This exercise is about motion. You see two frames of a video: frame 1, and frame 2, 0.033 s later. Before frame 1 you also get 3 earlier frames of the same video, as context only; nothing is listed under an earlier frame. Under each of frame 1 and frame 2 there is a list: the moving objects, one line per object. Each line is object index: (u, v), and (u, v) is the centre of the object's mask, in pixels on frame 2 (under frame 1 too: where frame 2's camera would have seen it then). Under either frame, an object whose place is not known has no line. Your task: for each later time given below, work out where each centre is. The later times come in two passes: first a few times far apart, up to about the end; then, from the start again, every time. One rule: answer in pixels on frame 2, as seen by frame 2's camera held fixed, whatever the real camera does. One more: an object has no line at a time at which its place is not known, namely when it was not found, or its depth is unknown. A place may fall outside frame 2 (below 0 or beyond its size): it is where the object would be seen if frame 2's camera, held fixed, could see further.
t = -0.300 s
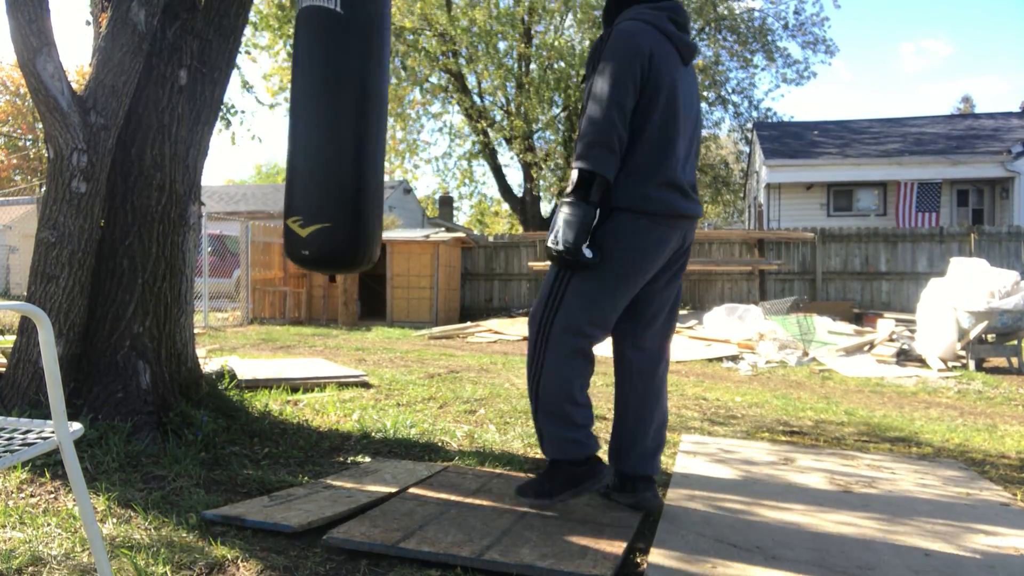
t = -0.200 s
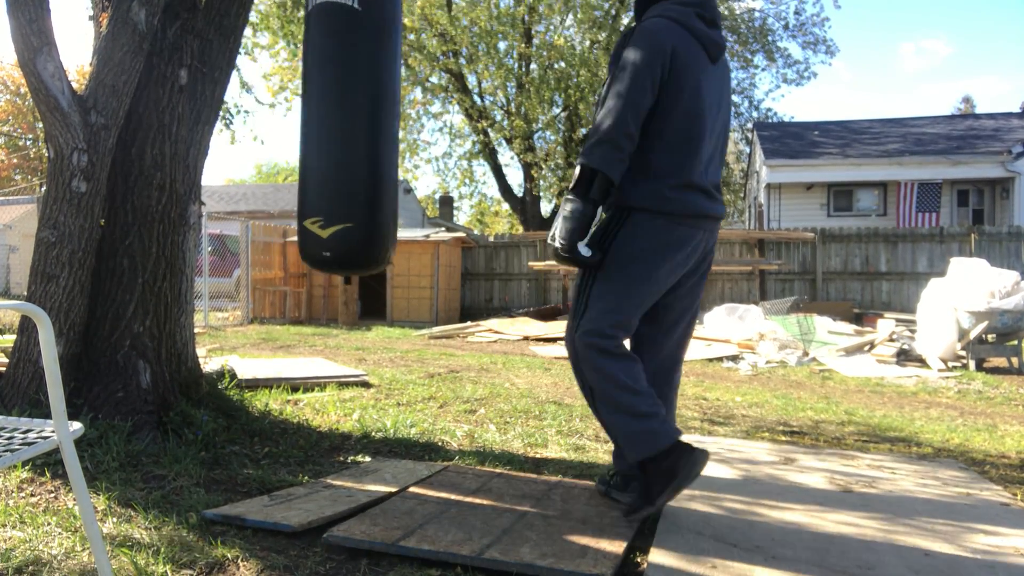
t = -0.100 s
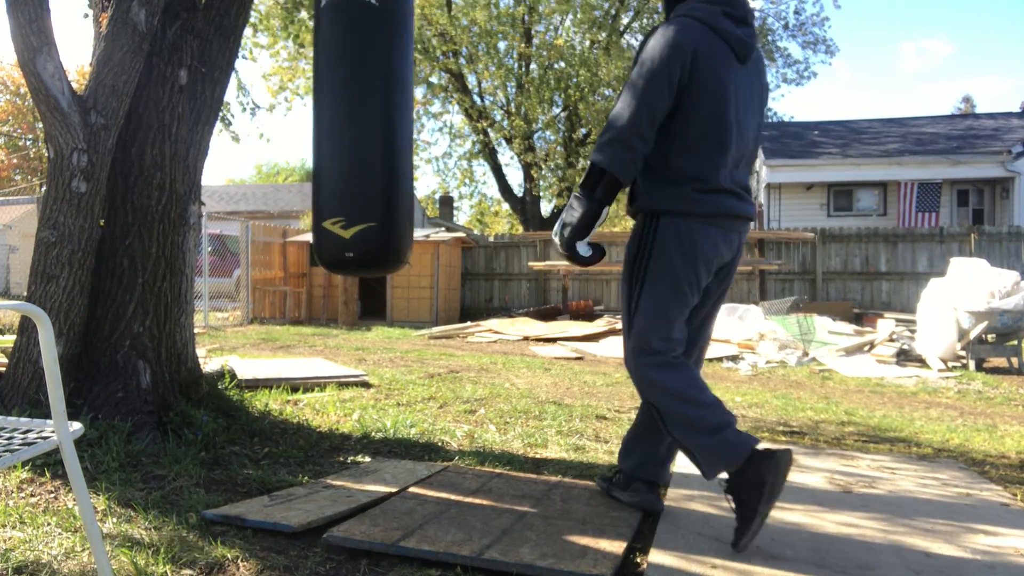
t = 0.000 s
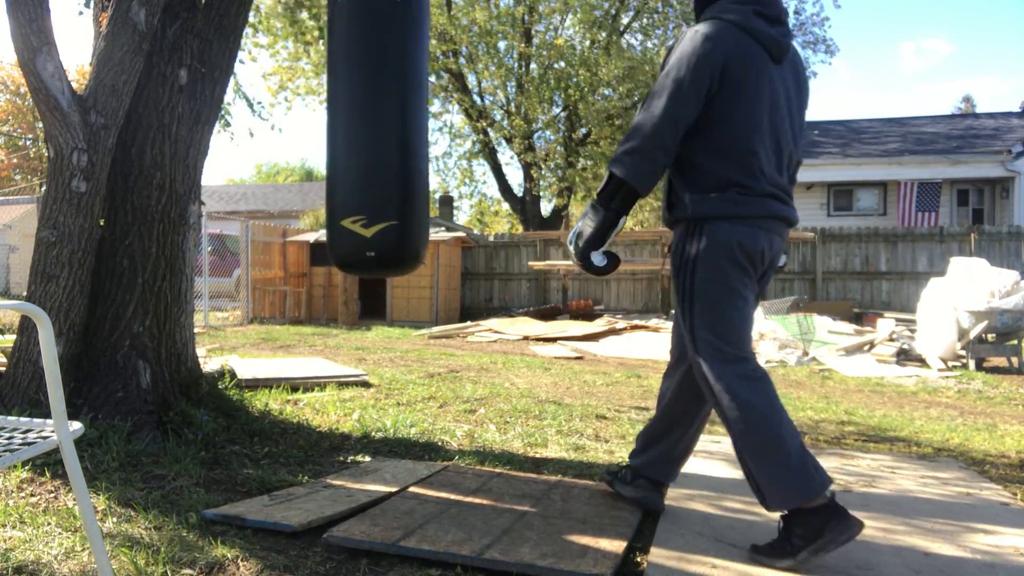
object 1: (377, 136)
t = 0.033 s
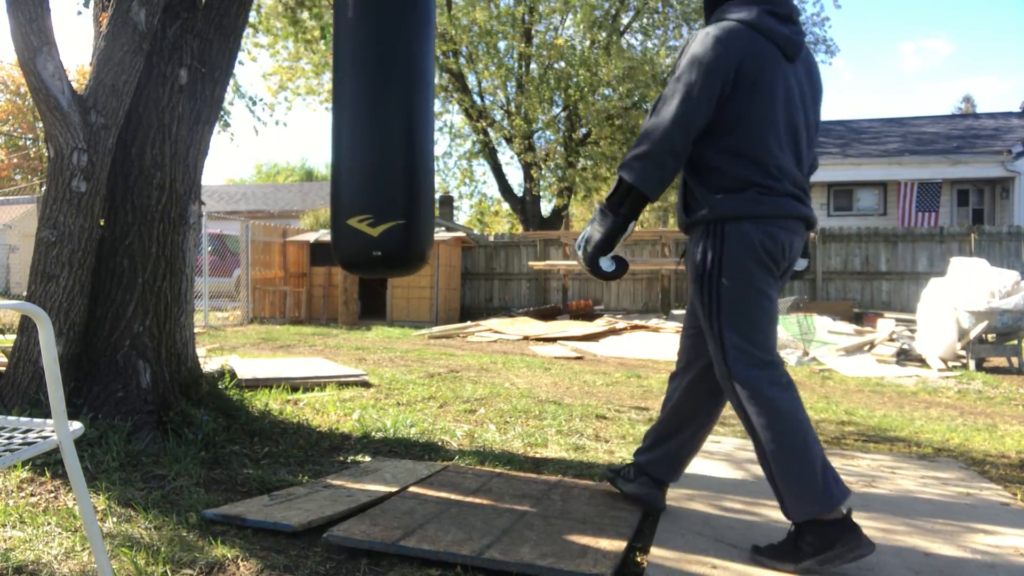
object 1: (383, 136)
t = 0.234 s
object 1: (415, 137)
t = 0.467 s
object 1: (455, 135)
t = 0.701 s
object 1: (492, 132)
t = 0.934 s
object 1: (516, 130)
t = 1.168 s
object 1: (522, 130)
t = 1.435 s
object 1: (506, 132)
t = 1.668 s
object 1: (477, 135)
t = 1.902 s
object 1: (439, 136)
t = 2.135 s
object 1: (400, 137)
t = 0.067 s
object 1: (388, 136)
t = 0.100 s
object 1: (393, 137)
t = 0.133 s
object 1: (399, 137)
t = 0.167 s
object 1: (404, 137)
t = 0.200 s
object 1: (409, 137)
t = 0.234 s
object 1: (415, 137)
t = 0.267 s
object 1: (420, 137)
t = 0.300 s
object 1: (426, 137)
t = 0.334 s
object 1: (432, 136)
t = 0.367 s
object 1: (438, 136)
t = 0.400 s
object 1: (444, 136)
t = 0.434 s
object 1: (450, 136)
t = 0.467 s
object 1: (455, 135)
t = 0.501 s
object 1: (461, 135)
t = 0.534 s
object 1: (467, 134)
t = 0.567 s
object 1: (472, 133)
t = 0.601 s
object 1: (477, 133)
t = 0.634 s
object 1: (483, 133)
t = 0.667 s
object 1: (487, 132)
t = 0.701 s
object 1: (492, 132)
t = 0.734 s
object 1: (497, 132)
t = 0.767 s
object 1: (501, 132)
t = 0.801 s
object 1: (505, 131)
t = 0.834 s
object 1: (508, 131)
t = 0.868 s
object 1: (512, 130)
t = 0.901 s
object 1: (514, 130)
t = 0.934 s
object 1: (516, 130)
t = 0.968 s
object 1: (518, 130)
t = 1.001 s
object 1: (520, 130)
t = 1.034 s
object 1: (521, 130)
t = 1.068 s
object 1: (522, 130)
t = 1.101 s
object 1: (522, 129)
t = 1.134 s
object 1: (522, 130)
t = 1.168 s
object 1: (522, 130)
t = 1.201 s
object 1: (521, 130)
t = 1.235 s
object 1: (520, 130)
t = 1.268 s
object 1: (519, 130)
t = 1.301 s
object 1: (517, 130)
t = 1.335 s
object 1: (515, 131)
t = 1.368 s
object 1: (512, 131)
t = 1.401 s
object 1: (509, 132)
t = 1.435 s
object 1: (506, 132)
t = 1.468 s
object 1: (503, 133)
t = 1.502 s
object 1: (499, 133)
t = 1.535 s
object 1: (495, 133)
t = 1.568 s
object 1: (491, 133)
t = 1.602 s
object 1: (486, 134)
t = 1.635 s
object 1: (482, 134)
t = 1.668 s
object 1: (477, 135)
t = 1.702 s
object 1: (472, 135)
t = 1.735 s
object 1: (466, 135)
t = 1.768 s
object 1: (461, 136)
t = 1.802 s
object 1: (455, 136)
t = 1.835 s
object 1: (450, 136)
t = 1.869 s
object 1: (444, 136)
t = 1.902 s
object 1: (439, 136)
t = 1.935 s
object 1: (433, 136)
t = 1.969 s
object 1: (428, 137)
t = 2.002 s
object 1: (422, 137)
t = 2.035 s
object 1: (417, 137)
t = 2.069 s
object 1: (411, 137)
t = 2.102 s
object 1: (405, 137)
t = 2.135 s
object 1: (400, 137)
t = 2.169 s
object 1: (394, 136)
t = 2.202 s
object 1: (389, 136)
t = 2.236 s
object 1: (383, 136)
